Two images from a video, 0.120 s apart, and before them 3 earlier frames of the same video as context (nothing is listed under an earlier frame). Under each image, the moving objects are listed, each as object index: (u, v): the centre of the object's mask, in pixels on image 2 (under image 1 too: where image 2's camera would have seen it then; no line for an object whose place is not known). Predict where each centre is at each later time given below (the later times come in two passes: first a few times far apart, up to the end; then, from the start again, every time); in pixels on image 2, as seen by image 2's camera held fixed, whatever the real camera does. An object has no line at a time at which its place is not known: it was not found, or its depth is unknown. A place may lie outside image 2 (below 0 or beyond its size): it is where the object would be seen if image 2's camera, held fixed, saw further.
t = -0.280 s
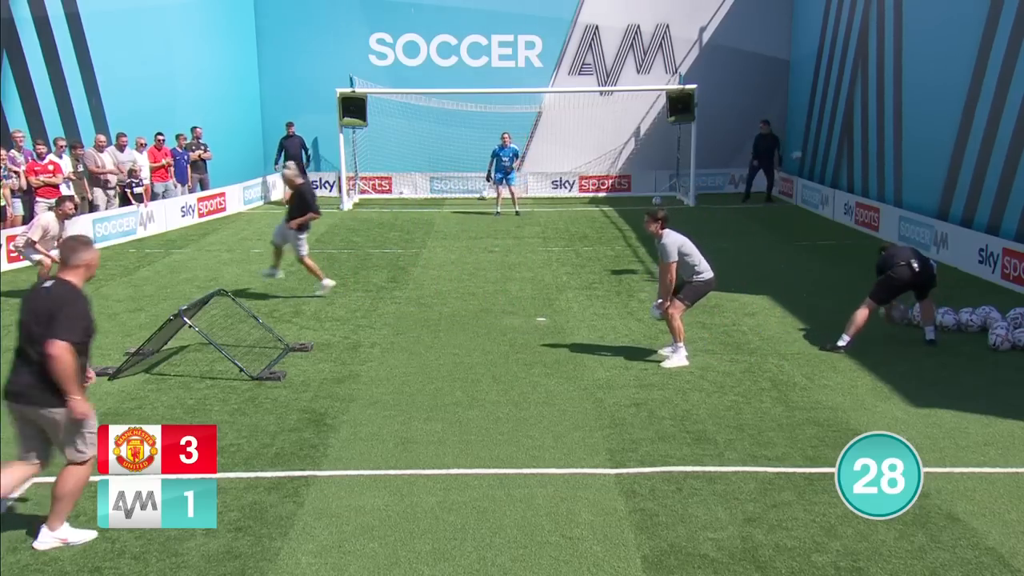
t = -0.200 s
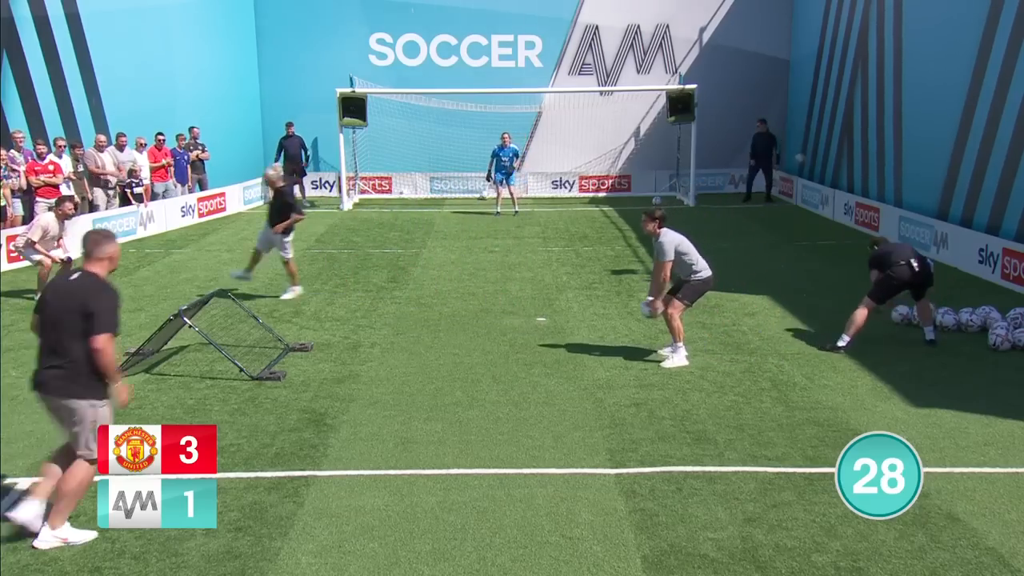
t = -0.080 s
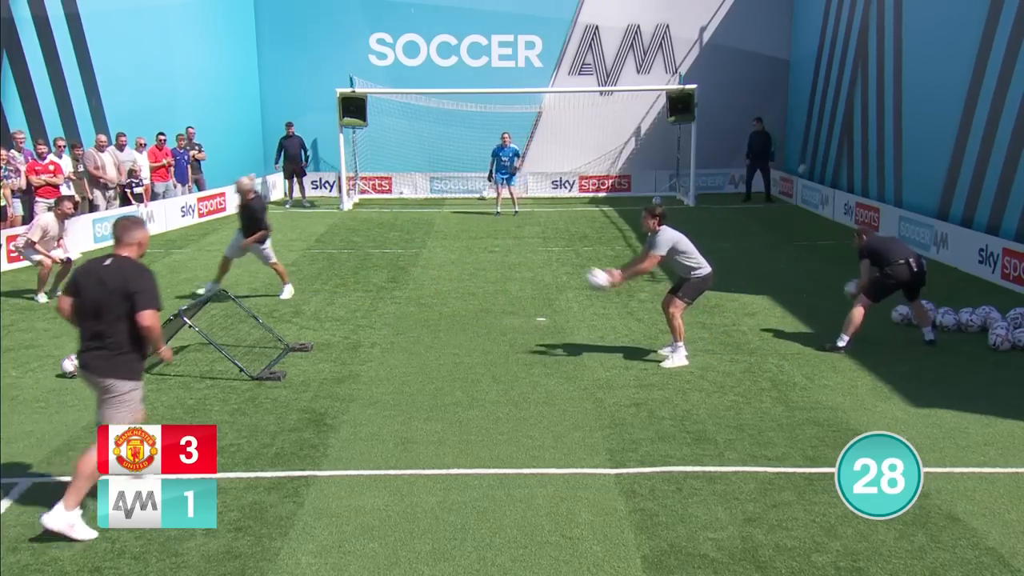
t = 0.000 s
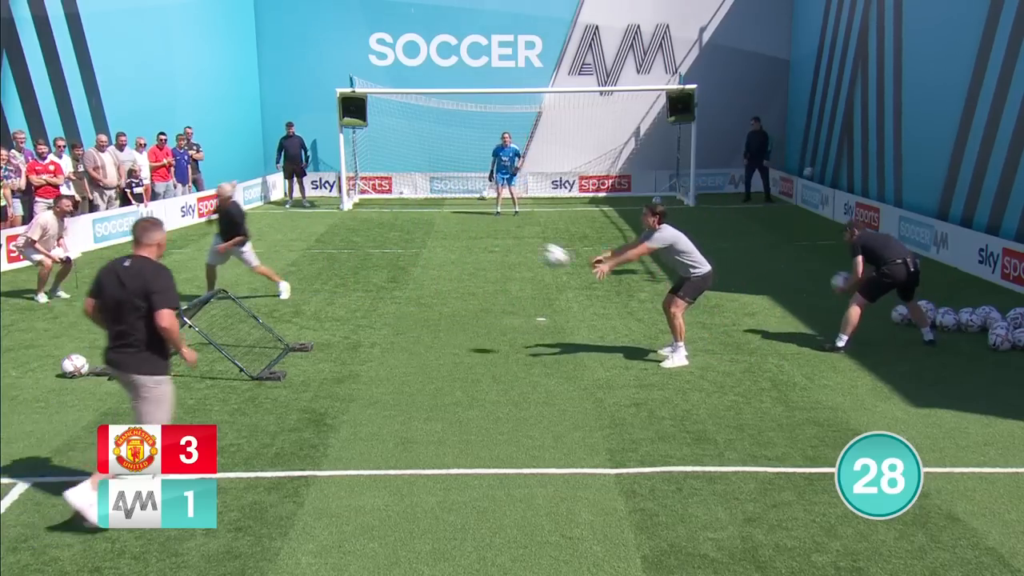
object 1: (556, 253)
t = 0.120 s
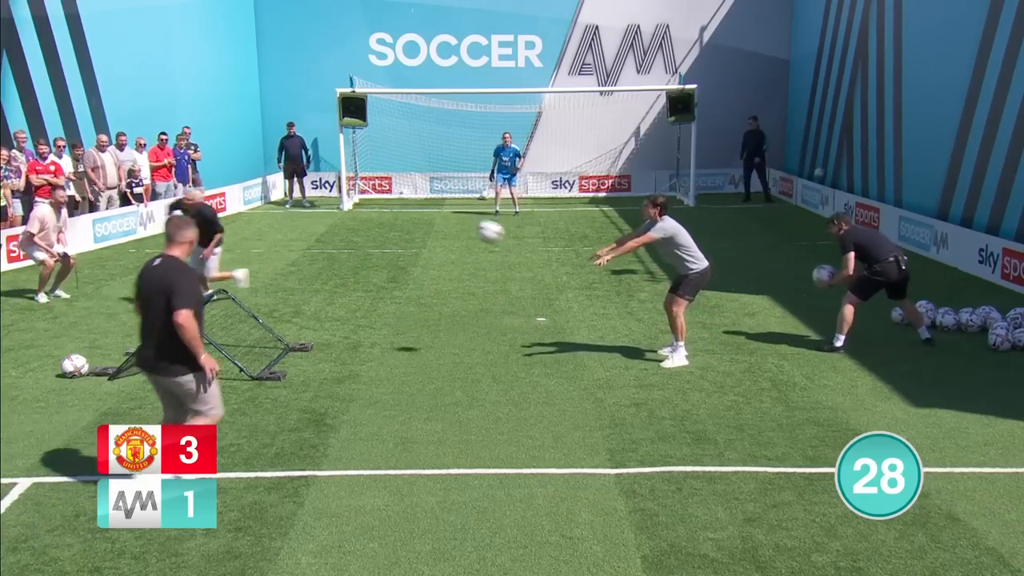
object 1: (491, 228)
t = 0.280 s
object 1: (405, 219)
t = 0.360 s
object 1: (362, 224)
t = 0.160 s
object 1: (469, 223)
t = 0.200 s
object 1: (448, 220)
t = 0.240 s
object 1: (426, 219)
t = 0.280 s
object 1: (405, 219)
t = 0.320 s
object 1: (383, 221)
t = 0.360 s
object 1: (362, 224)
